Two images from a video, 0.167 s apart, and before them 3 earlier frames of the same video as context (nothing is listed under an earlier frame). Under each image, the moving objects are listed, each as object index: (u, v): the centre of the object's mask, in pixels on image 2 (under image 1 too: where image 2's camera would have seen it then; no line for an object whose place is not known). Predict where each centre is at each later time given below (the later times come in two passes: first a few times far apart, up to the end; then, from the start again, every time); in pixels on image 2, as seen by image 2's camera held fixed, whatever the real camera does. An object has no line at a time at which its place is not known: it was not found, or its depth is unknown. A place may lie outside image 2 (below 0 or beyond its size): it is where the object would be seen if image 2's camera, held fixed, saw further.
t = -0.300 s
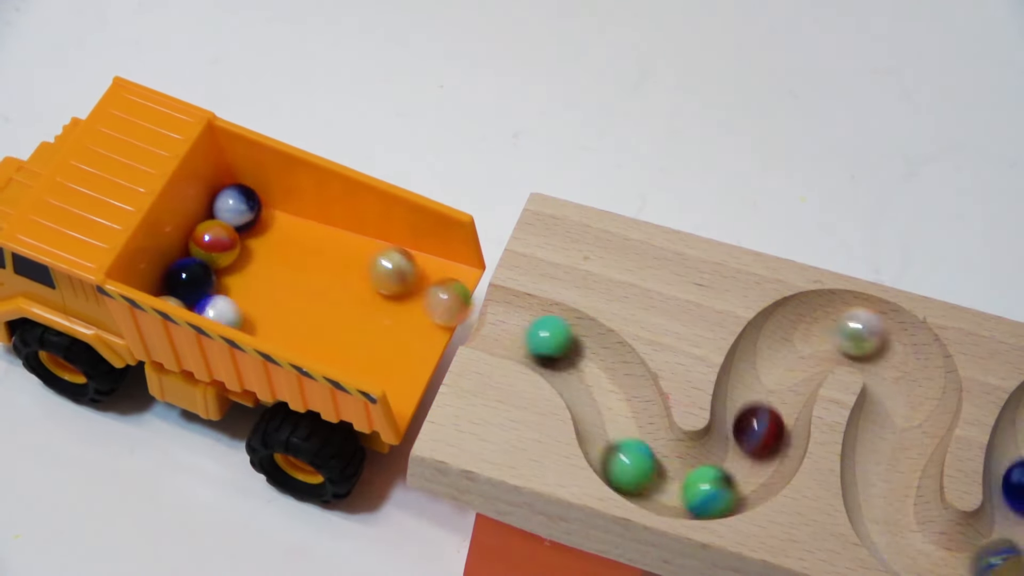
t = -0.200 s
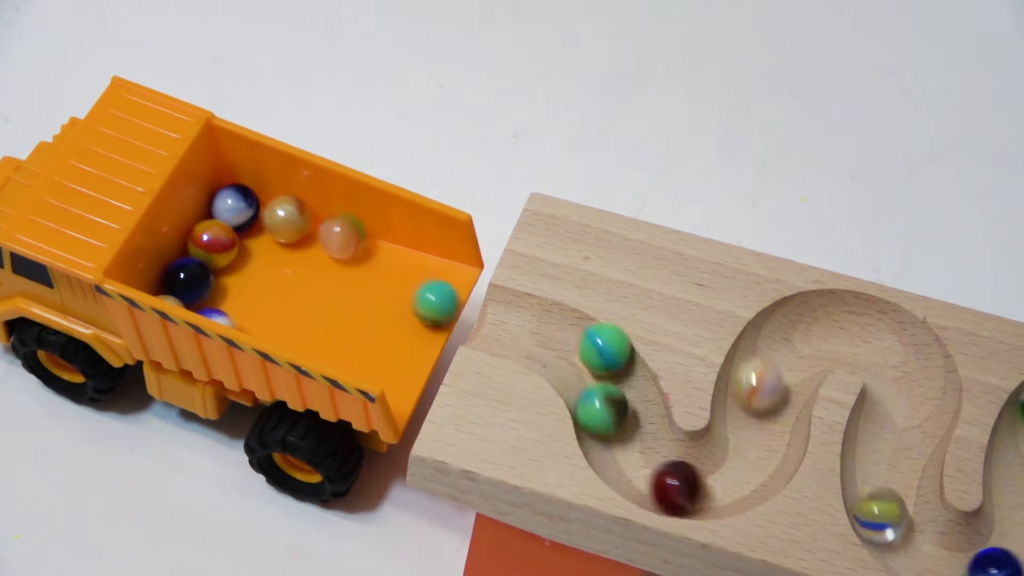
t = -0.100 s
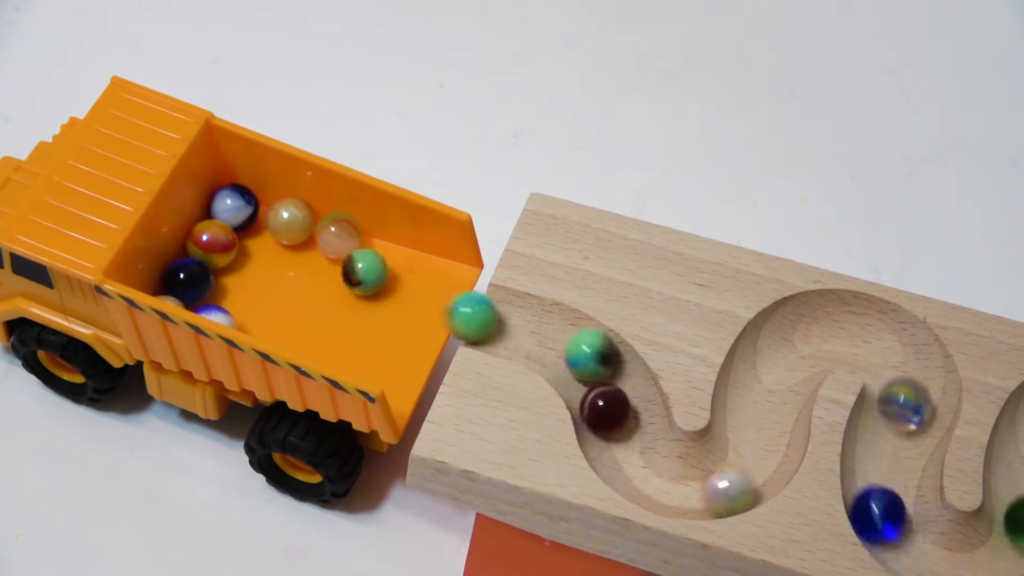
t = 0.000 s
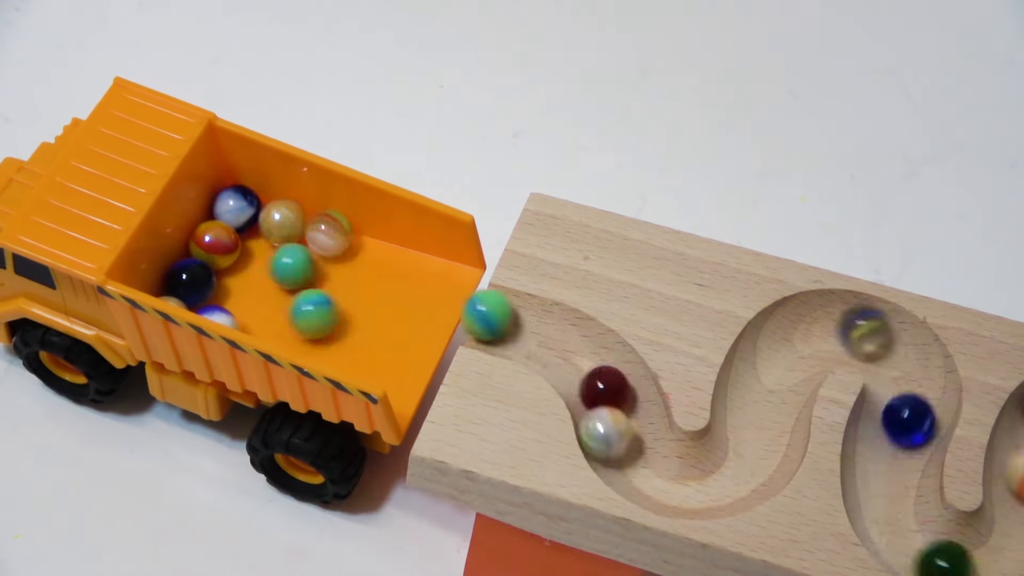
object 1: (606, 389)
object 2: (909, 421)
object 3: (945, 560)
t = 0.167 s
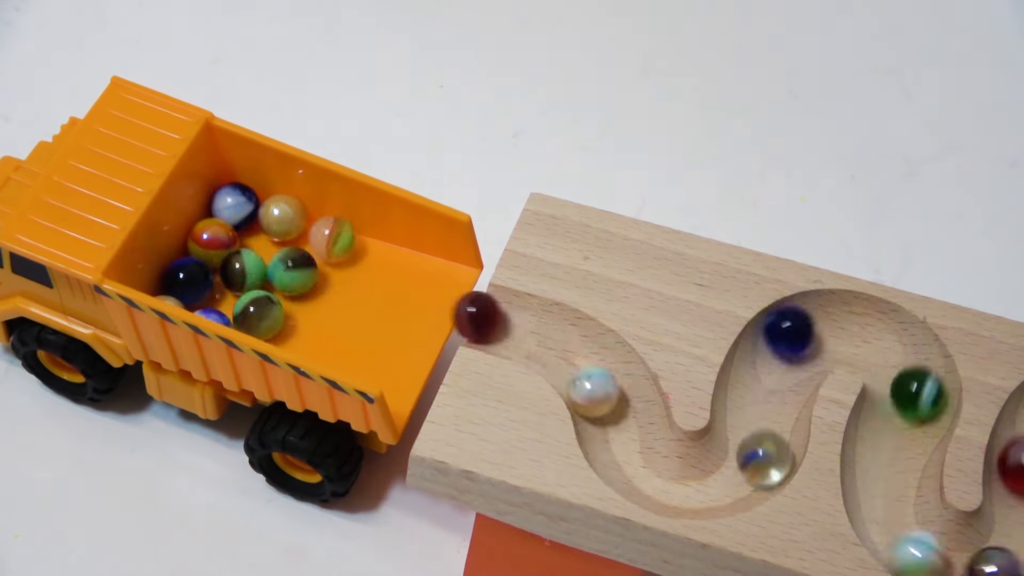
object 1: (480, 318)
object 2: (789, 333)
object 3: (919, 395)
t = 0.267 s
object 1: (352, 309)
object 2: (759, 446)
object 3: (843, 327)
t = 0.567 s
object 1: (330, 269)
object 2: (604, 383)
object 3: (604, 431)
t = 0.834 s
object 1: (322, 277)
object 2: (487, 321)
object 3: (554, 342)
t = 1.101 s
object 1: (303, 290)
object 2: (342, 266)
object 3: (390, 249)
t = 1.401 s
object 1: (302, 294)
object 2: (339, 265)
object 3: (384, 246)
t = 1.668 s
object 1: (300, 290)
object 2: (339, 263)
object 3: (385, 246)
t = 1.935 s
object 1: (301, 290)
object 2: (339, 263)
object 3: (385, 246)
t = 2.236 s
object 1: (301, 290)
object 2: (339, 263)
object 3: (385, 246)
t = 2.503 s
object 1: (301, 290)
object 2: (339, 263)
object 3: (385, 246)
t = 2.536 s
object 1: (301, 290)
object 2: (339, 263)
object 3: (385, 246)
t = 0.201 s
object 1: (442, 321)
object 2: (765, 355)
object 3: (919, 362)
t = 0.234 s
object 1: (394, 315)
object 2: (758, 405)
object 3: (886, 339)
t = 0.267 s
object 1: (352, 309)
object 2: (759, 446)
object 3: (843, 327)
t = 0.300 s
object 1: (310, 296)
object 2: (744, 482)
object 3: (790, 328)
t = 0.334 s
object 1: (319, 283)
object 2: (711, 493)
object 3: (766, 352)
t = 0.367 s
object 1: (325, 275)
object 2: (668, 487)
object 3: (759, 391)
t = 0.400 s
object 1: (330, 268)
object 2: (619, 456)
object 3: (762, 443)
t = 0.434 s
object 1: (333, 267)
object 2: (602, 420)
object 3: (752, 475)
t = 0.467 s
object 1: (331, 268)
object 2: (612, 413)
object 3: (713, 493)
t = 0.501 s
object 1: (330, 268)
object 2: (625, 401)
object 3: (671, 487)
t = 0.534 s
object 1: (330, 269)
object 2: (624, 395)
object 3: (628, 466)
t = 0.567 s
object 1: (330, 269)
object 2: (604, 383)
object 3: (604, 431)
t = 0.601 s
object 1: (330, 266)
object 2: (586, 365)
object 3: (609, 426)
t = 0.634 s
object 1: (342, 265)
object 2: (575, 356)
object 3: (631, 406)
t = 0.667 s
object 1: (347, 264)
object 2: (567, 349)
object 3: (628, 396)
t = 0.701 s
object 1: (349, 263)
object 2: (556, 343)
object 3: (604, 390)
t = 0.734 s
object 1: (350, 262)
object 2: (544, 336)
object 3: (585, 369)
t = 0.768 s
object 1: (346, 263)
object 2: (532, 328)
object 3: (580, 354)
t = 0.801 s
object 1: (333, 271)
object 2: (510, 322)
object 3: (569, 341)
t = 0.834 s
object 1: (322, 277)
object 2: (487, 321)
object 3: (554, 342)
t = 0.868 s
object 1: (314, 283)
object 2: (461, 318)
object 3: (528, 334)
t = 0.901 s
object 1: (306, 289)
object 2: (423, 315)
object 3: (496, 319)
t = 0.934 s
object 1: (304, 289)
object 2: (388, 305)
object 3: (470, 309)
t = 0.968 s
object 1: (303, 290)
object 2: (353, 292)
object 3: (428, 302)
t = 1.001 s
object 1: (303, 290)
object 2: (352, 284)
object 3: (403, 289)
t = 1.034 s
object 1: (304, 291)
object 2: (347, 270)
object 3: (402, 278)
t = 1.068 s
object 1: (303, 290)
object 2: (344, 266)
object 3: (395, 262)
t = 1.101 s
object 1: (303, 290)
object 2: (342, 266)
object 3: (390, 249)
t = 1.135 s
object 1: (302, 290)
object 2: (341, 265)
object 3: (387, 248)
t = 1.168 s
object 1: (302, 290)
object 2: (340, 264)
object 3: (388, 250)
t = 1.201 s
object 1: (301, 290)
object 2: (340, 263)
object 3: (388, 250)
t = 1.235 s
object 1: (301, 290)
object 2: (340, 263)
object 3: (386, 248)
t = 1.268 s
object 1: (301, 291)
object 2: (339, 263)
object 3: (385, 246)
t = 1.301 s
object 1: (301, 293)
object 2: (338, 264)
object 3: (384, 245)
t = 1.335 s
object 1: (302, 294)
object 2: (338, 265)
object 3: (383, 245)
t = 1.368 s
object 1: (302, 294)
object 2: (339, 265)
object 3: (384, 245)
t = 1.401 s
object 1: (302, 294)
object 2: (339, 265)
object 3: (384, 246)
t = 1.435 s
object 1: (302, 294)
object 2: (339, 264)
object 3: (385, 246)
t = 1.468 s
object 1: (301, 291)
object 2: (339, 264)
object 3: (385, 246)
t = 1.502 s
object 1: (300, 290)
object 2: (339, 263)
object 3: (385, 246)
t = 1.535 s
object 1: (300, 290)
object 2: (339, 263)
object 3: (385, 246)
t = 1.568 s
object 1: (301, 290)
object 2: (339, 263)
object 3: (385, 246)
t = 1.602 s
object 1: (301, 290)
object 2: (339, 263)
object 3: (385, 246)
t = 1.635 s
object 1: (301, 290)
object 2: (339, 263)
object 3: (385, 246)
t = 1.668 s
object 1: (300, 290)
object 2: (339, 263)
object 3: (385, 246)
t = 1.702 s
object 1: (300, 290)
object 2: (339, 263)
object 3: (385, 246)
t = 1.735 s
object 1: (300, 290)
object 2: (339, 263)
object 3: (385, 246)
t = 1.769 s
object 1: (300, 290)
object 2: (339, 263)
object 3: (385, 246)
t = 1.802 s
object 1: (301, 290)
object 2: (339, 263)
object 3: (385, 246)
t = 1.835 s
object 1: (300, 290)
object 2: (339, 263)
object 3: (385, 246)
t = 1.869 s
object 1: (300, 290)
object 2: (339, 263)
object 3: (385, 246)
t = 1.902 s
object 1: (301, 290)
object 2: (339, 263)
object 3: (385, 246)
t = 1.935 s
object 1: (301, 290)
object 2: (339, 263)
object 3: (385, 246)
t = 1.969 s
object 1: (301, 290)
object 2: (339, 263)
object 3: (385, 246)
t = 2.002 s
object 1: (300, 290)
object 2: (339, 263)
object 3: (385, 246)
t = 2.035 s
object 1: (300, 290)
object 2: (339, 263)
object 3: (385, 245)
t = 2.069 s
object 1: (301, 290)
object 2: (339, 263)
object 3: (385, 246)
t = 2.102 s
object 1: (301, 290)
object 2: (340, 263)
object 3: (385, 246)
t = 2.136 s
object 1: (301, 290)
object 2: (339, 263)
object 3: (385, 246)
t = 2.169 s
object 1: (301, 290)
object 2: (339, 263)
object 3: (385, 246)
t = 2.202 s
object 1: (301, 290)
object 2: (339, 263)
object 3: (385, 246)
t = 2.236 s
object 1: (301, 290)
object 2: (339, 263)
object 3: (385, 246)
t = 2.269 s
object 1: (301, 290)
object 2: (339, 263)
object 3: (385, 246)
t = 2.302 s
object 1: (301, 290)
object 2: (339, 263)
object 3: (385, 246)
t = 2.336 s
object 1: (301, 290)
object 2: (339, 263)
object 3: (385, 246)
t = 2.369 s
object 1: (301, 290)
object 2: (339, 263)
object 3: (385, 246)
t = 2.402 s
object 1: (301, 290)
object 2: (339, 263)
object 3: (385, 246)
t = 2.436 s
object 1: (301, 290)
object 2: (339, 263)
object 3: (385, 246)
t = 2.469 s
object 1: (301, 290)
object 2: (339, 263)
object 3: (385, 246)
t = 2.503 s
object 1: (301, 290)
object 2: (339, 263)
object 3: (385, 246)
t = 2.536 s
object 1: (301, 290)
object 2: (339, 263)
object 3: (385, 246)
